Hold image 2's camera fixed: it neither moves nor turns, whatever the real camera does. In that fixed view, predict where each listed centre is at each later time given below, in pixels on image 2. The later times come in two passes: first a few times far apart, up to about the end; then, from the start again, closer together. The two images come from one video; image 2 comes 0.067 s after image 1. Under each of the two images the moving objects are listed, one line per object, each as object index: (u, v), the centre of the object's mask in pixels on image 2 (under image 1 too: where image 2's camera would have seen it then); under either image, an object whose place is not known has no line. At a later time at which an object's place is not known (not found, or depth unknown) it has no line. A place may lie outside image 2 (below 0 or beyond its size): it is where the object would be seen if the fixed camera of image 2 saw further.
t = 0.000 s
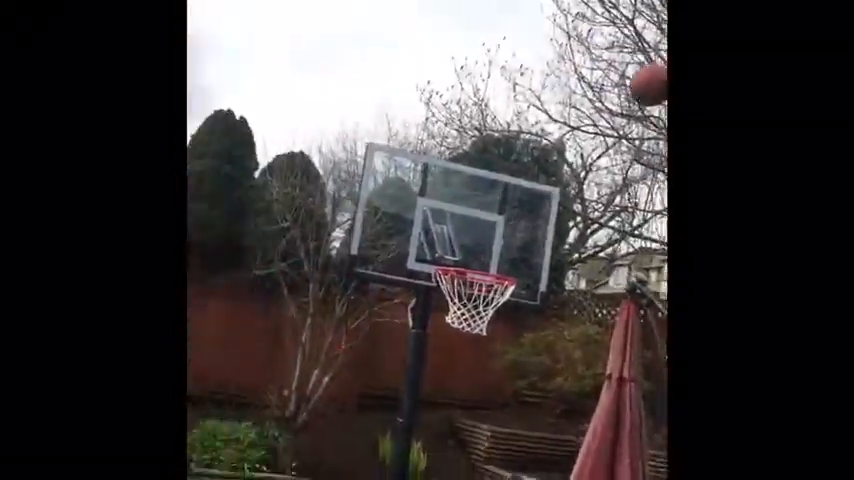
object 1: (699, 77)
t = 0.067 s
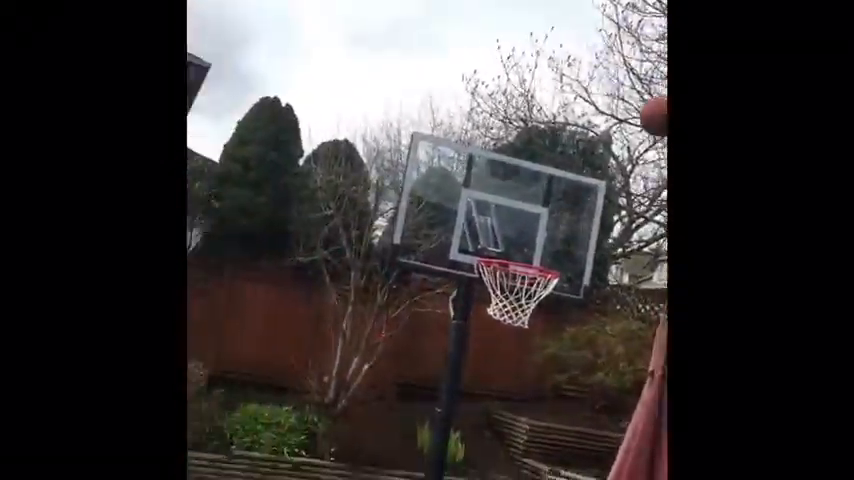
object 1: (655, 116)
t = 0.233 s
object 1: (560, 234)
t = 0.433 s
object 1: (499, 243)
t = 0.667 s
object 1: (509, 246)
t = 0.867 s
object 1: (526, 249)
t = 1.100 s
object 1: (527, 301)
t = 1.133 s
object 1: (523, 306)
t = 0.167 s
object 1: (603, 182)
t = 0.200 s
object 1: (582, 208)
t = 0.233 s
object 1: (560, 234)
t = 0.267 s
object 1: (544, 253)
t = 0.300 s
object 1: (535, 249)
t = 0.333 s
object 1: (526, 243)
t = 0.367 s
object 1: (517, 245)
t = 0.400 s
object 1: (505, 244)
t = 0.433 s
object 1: (499, 243)
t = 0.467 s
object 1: (502, 241)
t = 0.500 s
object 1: (502, 239)
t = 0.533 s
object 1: (503, 237)
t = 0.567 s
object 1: (502, 239)
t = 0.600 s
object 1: (503, 241)
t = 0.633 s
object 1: (507, 242)
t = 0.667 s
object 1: (509, 246)
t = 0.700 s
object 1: (510, 245)
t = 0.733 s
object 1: (513, 244)
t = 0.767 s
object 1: (517, 244)
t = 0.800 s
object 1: (520, 244)
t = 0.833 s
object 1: (523, 245)
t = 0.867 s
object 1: (526, 249)
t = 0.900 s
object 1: (528, 251)
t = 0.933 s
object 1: (529, 259)
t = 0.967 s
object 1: (528, 264)
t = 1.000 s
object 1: (524, 277)
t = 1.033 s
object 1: (534, 288)
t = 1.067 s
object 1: (533, 296)
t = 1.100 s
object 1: (527, 301)
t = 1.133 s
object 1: (523, 306)
